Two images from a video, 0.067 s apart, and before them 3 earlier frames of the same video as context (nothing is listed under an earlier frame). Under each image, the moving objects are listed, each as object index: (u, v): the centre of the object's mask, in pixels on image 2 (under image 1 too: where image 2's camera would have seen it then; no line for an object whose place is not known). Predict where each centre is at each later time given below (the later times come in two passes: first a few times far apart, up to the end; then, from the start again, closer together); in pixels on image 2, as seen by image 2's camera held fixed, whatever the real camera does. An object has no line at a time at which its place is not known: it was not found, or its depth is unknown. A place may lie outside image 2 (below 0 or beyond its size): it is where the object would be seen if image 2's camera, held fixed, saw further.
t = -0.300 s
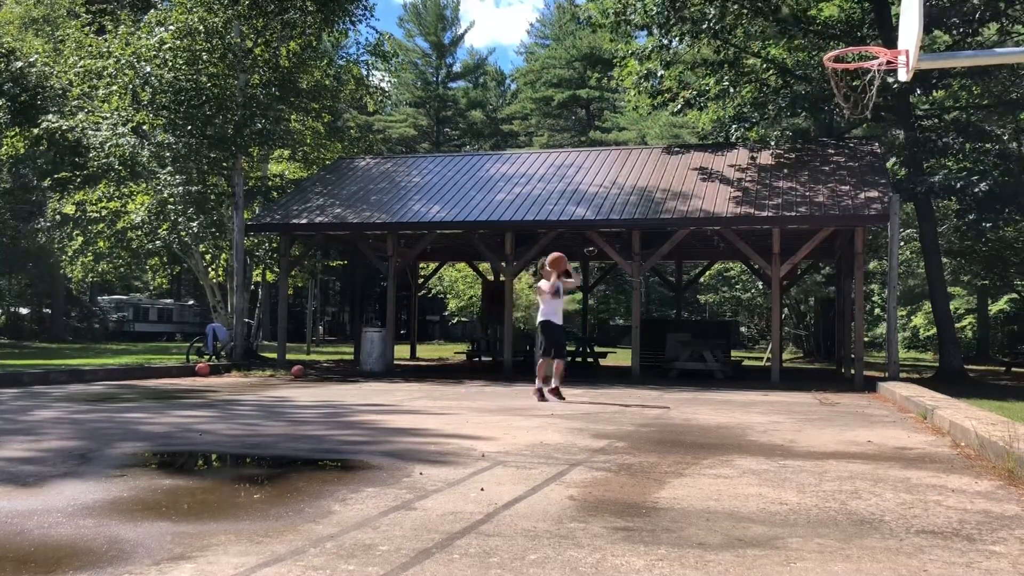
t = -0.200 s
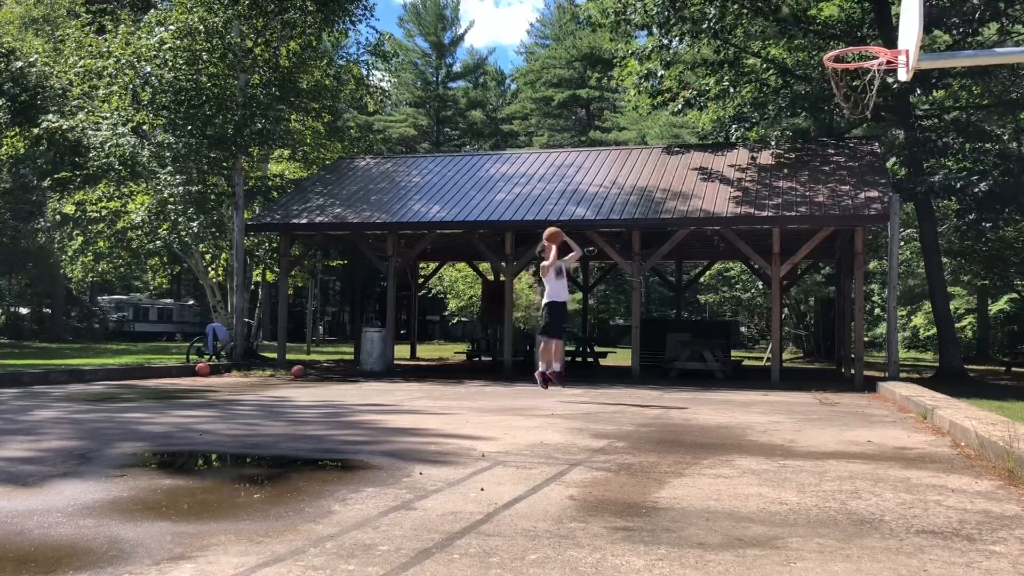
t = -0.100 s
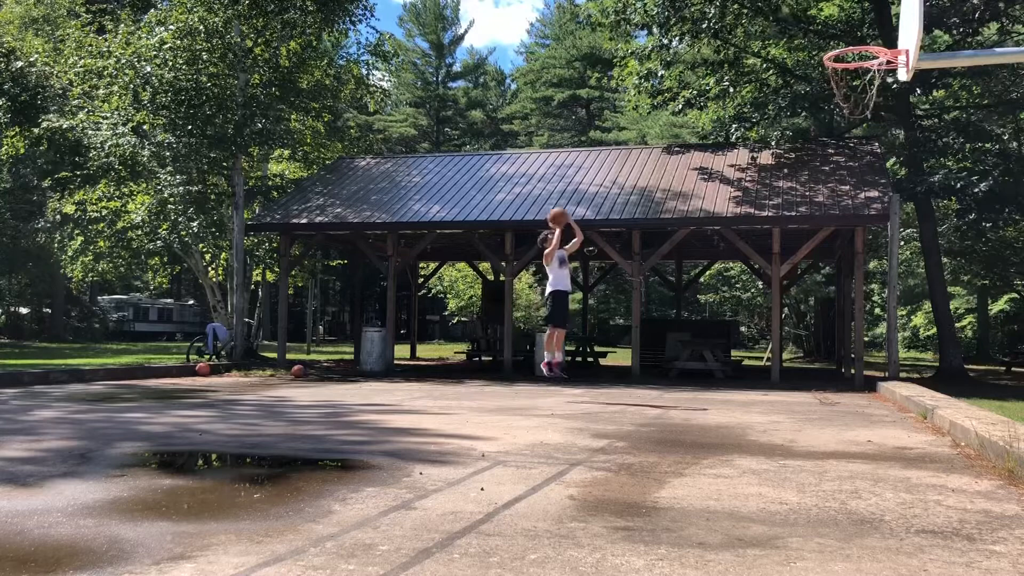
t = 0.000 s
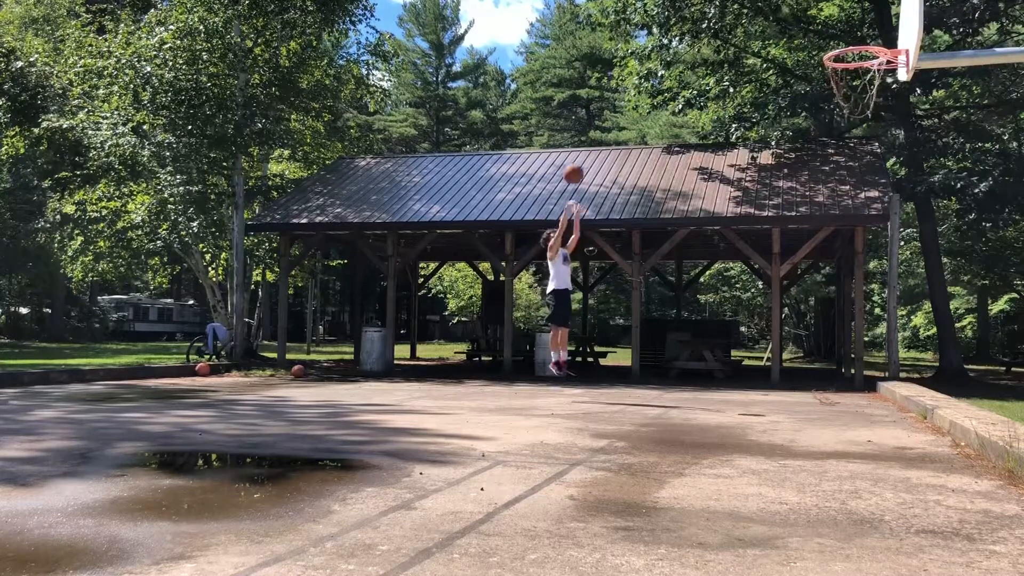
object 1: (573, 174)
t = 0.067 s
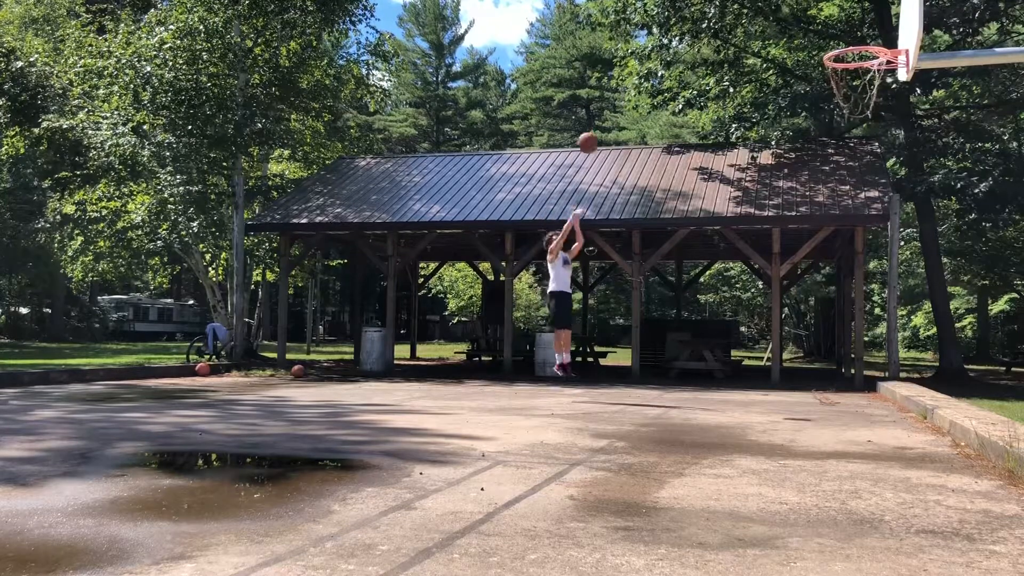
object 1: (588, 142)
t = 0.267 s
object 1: (636, 65)
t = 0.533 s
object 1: (710, 8)
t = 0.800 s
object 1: (800, 12)
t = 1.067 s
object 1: (859, 100)
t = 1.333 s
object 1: (820, 179)
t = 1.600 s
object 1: (787, 327)
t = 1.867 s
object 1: (755, 339)
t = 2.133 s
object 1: (724, 259)
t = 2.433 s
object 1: (693, 255)
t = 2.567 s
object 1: (680, 279)
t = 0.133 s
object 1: (604, 114)
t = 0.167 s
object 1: (611, 101)
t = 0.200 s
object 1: (619, 88)
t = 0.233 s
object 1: (627, 77)
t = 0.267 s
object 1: (636, 65)
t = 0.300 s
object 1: (645, 54)
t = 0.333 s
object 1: (653, 45)
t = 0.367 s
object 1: (662, 36)
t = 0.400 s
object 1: (671, 27)
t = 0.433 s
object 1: (680, 21)
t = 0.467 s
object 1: (690, 13)
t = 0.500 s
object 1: (700, 10)
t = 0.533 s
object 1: (710, 8)
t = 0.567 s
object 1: (720, 6)
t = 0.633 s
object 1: (742, 5)
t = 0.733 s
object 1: (776, 8)
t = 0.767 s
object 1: (788, 10)
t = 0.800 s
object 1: (800, 12)
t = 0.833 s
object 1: (814, 18)
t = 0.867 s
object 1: (827, 27)
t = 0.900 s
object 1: (841, 35)
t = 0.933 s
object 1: (855, 48)
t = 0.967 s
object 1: (868, 64)
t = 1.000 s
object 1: (866, 78)
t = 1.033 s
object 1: (862, 90)
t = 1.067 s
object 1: (859, 100)
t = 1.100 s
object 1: (853, 106)
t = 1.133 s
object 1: (848, 113)
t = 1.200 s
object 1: (838, 130)
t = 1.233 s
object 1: (834, 141)
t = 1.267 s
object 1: (829, 152)
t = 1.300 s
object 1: (824, 165)
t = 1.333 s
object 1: (820, 179)
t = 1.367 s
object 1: (816, 194)
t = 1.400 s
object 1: (812, 210)
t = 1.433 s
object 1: (807, 227)
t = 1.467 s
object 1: (803, 245)
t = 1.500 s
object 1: (799, 264)
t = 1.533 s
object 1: (795, 284)
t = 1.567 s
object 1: (790, 305)
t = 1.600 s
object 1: (787, 327)
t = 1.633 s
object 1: (783, 349)
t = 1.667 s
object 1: (779, 374)
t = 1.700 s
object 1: (775, 398)
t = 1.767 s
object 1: (768, 392)
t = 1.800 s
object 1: (763, 374)
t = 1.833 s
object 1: (759, 356)
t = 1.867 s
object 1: (755, 339)
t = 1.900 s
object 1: (751, 325)
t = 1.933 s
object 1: (747, 312)
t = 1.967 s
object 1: (742, 299)
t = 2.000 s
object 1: (739, 289)
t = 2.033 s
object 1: (735, 280)
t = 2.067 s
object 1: (732, 272)
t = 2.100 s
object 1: (729, 264)
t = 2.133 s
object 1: (724, 259)
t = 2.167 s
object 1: (721, 254)
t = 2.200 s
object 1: (717, 250)
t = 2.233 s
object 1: (714, 248)
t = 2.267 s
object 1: (710, 247)
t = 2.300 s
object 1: (707, 247)
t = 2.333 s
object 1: (703, 247)
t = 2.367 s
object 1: (700, 249)
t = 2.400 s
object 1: (696, 252)
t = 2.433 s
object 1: (693, 255)
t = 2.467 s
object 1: (689, 260)
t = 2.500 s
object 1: (686, 265)
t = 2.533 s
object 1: (683, 272)
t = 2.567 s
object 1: (680, 279)
